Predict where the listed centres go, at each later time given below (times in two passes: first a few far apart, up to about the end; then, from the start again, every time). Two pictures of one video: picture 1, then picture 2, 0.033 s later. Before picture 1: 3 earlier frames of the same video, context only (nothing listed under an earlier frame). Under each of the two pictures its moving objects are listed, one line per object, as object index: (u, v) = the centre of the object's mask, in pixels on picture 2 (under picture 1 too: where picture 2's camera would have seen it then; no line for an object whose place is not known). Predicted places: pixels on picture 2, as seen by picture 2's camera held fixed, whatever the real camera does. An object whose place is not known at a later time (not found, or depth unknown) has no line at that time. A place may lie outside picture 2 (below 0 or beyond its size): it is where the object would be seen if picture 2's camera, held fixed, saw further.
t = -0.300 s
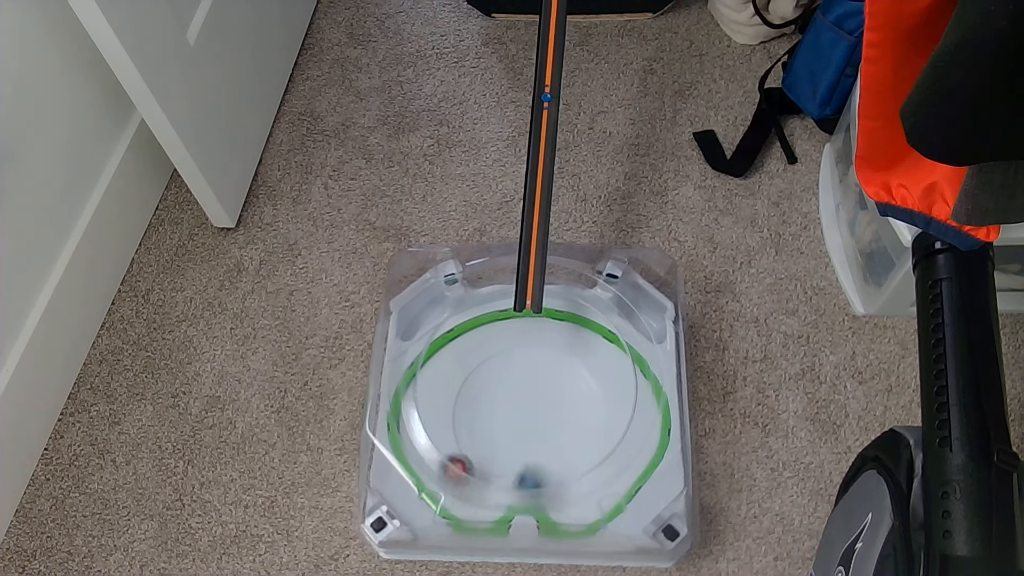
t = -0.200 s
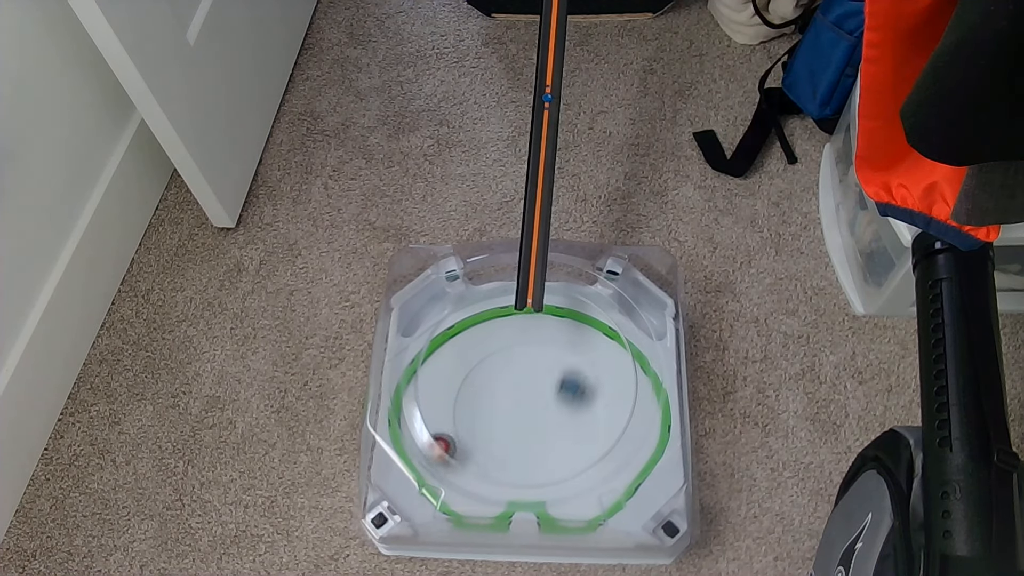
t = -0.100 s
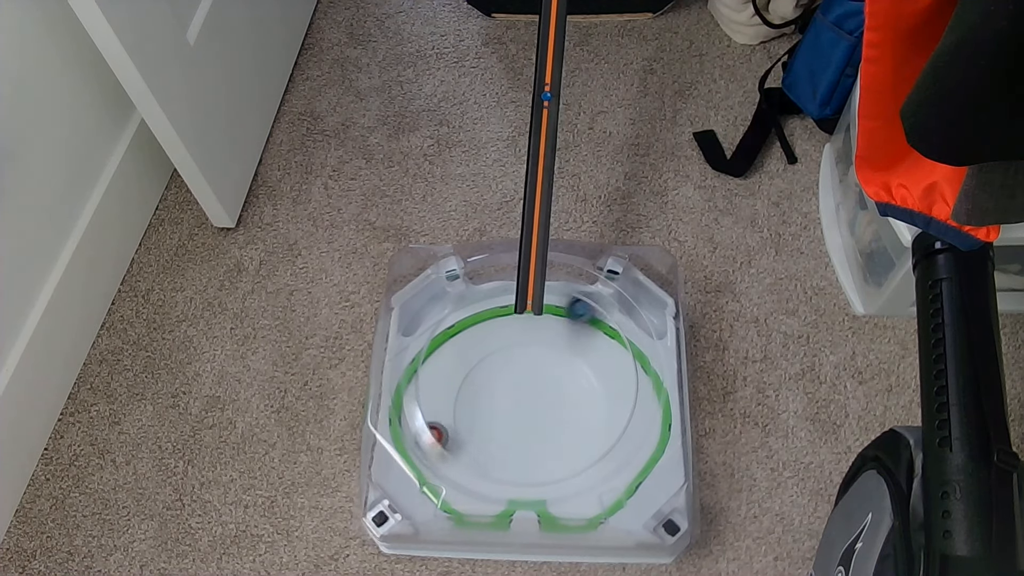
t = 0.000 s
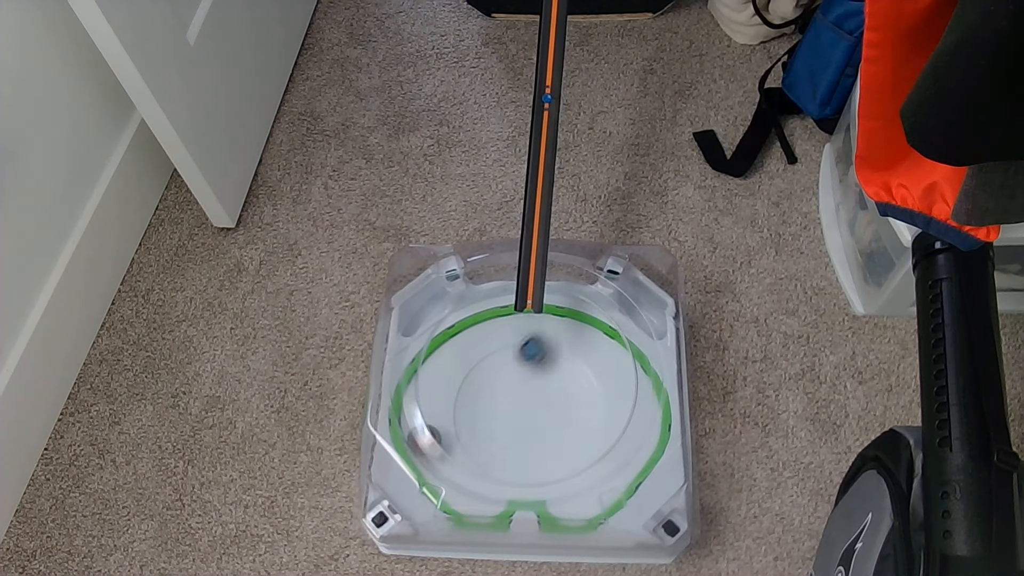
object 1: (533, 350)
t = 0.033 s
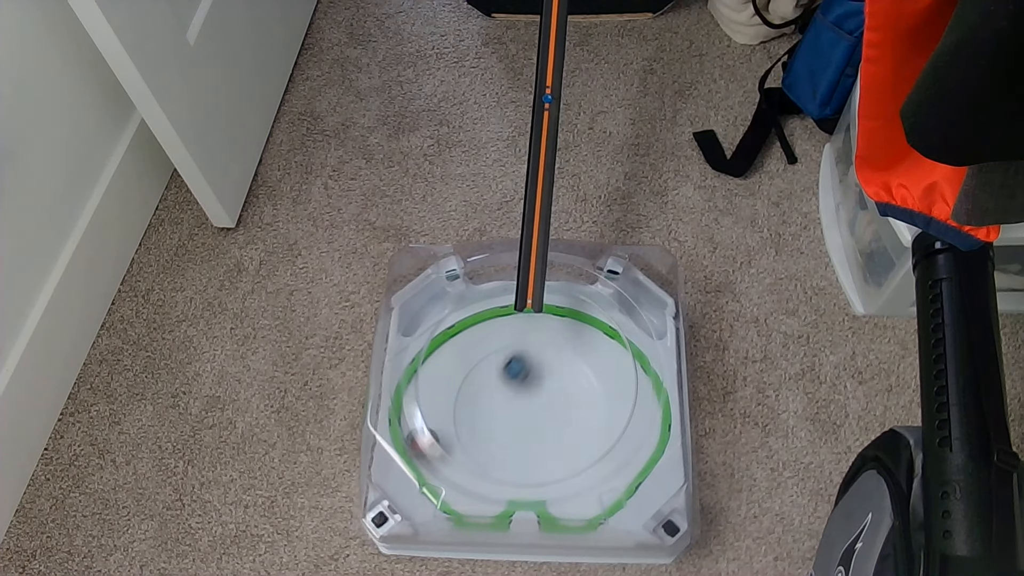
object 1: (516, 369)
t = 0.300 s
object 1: (471, 518)
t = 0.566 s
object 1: (537, 497)
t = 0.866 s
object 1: (542, 439)
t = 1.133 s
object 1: (461, 392)
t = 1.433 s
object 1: (407, 387)
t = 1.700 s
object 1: (421, 411)
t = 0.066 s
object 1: (500, 391)
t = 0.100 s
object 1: (486, 413)
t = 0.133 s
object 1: (473, 436)
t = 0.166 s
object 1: (465, 455)
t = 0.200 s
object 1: (459, 478)
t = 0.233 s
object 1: (456, 500)
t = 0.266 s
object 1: (460, 512)
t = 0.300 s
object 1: (471, 518)
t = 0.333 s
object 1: (482, 524)
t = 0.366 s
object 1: (493, 523)
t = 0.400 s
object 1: (502, 519)
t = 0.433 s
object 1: (511, 515)
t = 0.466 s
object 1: (519, 510)
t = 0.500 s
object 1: (525, 505)
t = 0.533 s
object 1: (531, 501)
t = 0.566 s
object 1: (537, 497)
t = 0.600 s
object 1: (541, 491)
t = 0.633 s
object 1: (547, 489)
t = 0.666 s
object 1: (550, 481)
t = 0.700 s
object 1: (553, 473)
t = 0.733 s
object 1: (555, 467)
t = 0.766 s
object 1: (555, 461)
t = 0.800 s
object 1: (552, 454)
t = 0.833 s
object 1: (548, 446)
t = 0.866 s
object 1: (542, 439)
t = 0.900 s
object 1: (534, 432)
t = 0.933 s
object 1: (524, 424)
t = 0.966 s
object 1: (514, 417)
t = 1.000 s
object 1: (503, 411)
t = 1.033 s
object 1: (491, 405)
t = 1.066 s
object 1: (481, 399)
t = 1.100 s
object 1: (470, 395)
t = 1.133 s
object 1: (461, 392)
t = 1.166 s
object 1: (454, 389)
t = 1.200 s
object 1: (450, 389)
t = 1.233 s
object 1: (446, 389)
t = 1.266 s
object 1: (442, 390)
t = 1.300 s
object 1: (436, 390)
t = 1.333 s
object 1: (431, 389)
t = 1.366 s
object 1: (424, 389)
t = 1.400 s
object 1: (417, 388)
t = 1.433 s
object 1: (407, 387)
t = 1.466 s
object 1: (407, 391)
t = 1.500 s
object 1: (410, 396)
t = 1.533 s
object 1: (415, 400)
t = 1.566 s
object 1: (418, 403)
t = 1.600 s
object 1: (418, 407)
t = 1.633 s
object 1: (419, 410)
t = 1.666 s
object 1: (421, 412)
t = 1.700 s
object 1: (421, 411)
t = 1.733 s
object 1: (421, 410)
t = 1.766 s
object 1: (422, 405)
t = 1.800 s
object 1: (421, 400)
